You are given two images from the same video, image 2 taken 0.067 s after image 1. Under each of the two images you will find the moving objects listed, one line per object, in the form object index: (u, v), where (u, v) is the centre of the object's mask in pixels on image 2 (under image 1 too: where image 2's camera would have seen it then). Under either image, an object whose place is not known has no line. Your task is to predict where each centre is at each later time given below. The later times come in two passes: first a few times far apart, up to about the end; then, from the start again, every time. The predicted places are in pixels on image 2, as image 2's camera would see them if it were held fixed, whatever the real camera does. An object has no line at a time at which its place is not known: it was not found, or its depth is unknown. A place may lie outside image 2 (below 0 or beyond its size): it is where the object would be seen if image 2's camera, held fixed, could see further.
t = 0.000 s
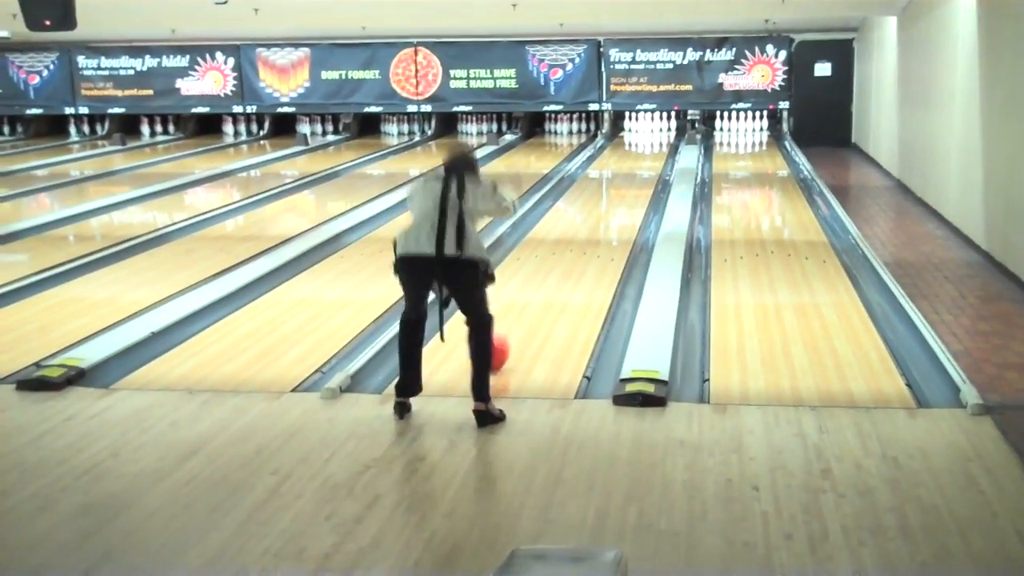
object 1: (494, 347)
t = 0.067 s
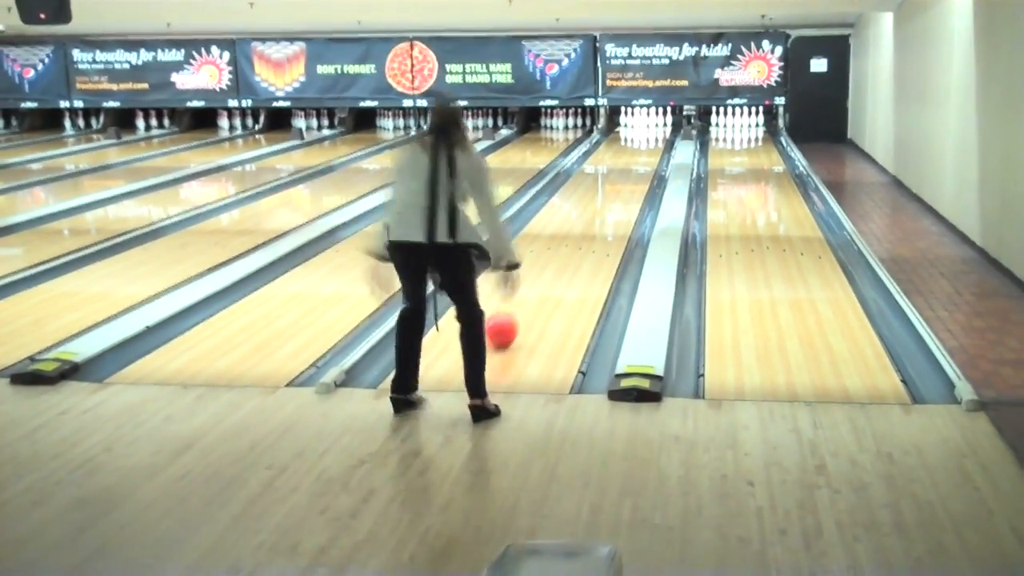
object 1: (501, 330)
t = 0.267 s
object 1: (534, 290)
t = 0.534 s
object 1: (570, 248)
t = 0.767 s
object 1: (594, 222)
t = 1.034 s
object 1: (614, 199)
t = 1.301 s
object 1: (632, 181)
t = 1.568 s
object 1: (647, 169)
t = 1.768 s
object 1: (661, 162)
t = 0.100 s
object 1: (507, 323)
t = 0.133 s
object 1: (513, 316)
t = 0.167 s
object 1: (518, 309)
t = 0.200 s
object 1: (524, 303)
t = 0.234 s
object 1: (529, 297)
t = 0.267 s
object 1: (534, 290)
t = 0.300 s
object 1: (540, 283)
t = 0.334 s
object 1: (545, 277)
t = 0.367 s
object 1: (550, 272)
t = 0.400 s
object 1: (555, 266)
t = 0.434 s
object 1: (559, 262)
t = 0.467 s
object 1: (563, 256)
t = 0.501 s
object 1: (567, 252)
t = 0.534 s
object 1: (570, 248)
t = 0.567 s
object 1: (574, 244)
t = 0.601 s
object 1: (578, 239)
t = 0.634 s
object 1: (581, 236)
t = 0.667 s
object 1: (585, 232)
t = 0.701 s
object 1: (588, 228)
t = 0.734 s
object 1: (591, 225)
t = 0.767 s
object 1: (594, 222)
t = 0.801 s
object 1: (597, 219)
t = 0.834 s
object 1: (600, 215)
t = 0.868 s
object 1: (602, 212)
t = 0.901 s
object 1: (605, 209)
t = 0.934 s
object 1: (607, 207)
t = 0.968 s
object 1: (610, 204)
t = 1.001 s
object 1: (612, 201)
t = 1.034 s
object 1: (614, 199)
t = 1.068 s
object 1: (616, 196)
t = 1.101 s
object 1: (619, 194)
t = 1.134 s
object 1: (622, 191)
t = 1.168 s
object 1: (623, 189)
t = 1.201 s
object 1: (626, 186)
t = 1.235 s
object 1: (628, 184)
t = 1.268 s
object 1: (631, 182)
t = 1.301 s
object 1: (632, 181)
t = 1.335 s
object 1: (634, 179)
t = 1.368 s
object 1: (636, 178)
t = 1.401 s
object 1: (637, 176)
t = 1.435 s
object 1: (639, 175)
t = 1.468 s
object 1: (642, 173)
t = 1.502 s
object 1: (643, 172)
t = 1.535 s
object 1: (645, 170)
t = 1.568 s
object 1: (647, 169)
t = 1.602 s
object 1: (649, 167)
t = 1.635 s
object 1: (651, 165)
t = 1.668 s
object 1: (653, 164)
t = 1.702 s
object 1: (655, 163)
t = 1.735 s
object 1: (657, 162)
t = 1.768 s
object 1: (661, 162)
